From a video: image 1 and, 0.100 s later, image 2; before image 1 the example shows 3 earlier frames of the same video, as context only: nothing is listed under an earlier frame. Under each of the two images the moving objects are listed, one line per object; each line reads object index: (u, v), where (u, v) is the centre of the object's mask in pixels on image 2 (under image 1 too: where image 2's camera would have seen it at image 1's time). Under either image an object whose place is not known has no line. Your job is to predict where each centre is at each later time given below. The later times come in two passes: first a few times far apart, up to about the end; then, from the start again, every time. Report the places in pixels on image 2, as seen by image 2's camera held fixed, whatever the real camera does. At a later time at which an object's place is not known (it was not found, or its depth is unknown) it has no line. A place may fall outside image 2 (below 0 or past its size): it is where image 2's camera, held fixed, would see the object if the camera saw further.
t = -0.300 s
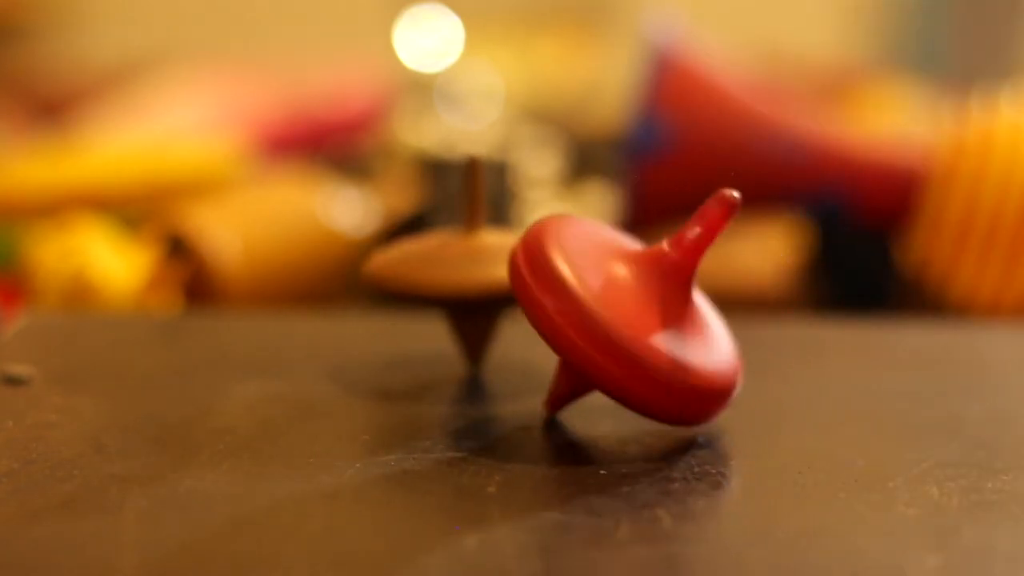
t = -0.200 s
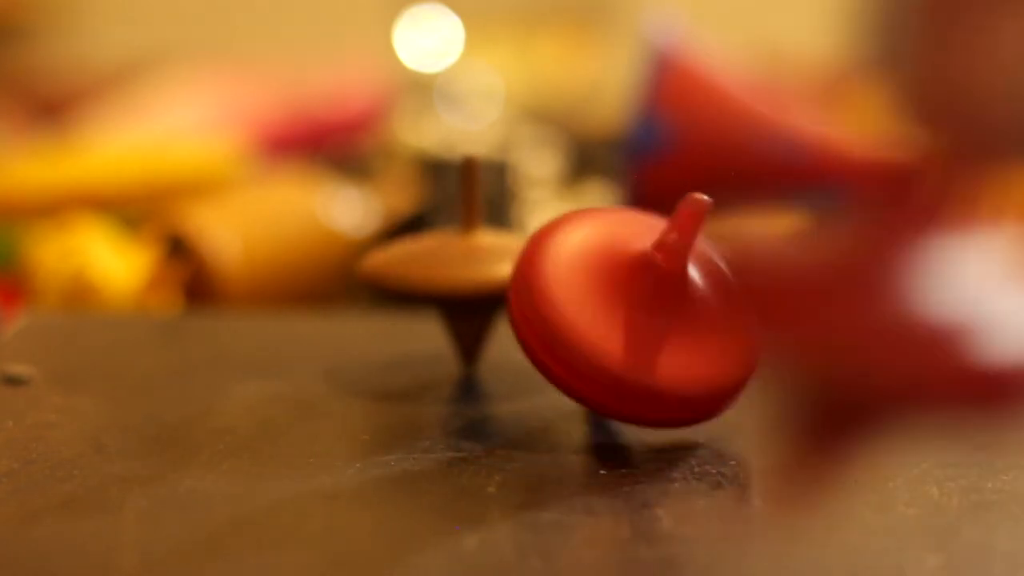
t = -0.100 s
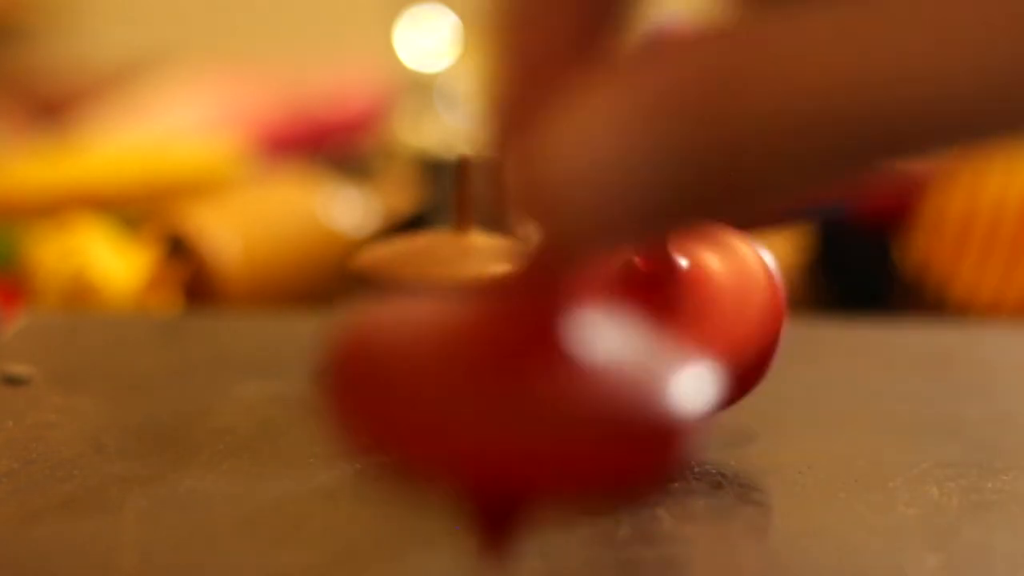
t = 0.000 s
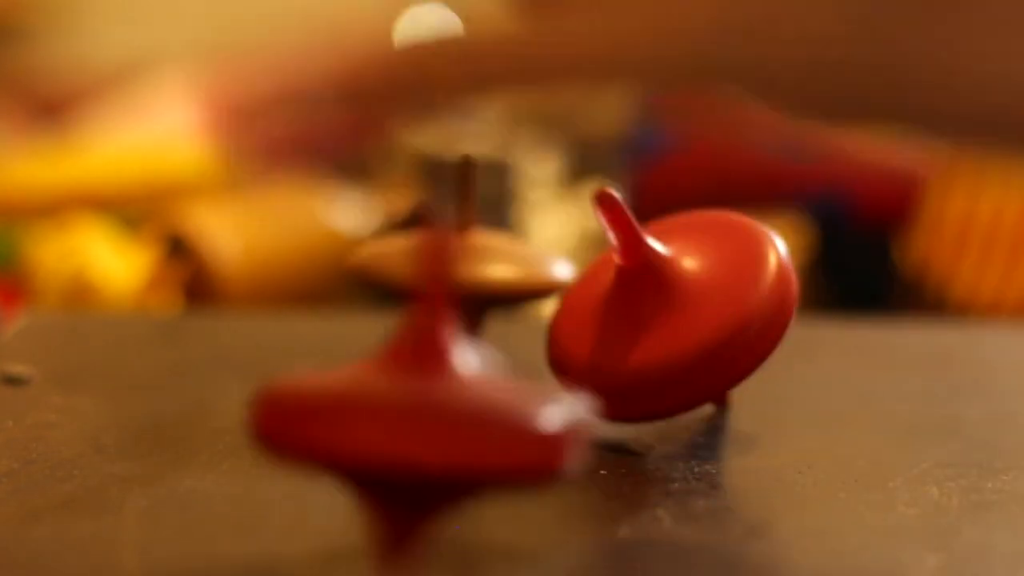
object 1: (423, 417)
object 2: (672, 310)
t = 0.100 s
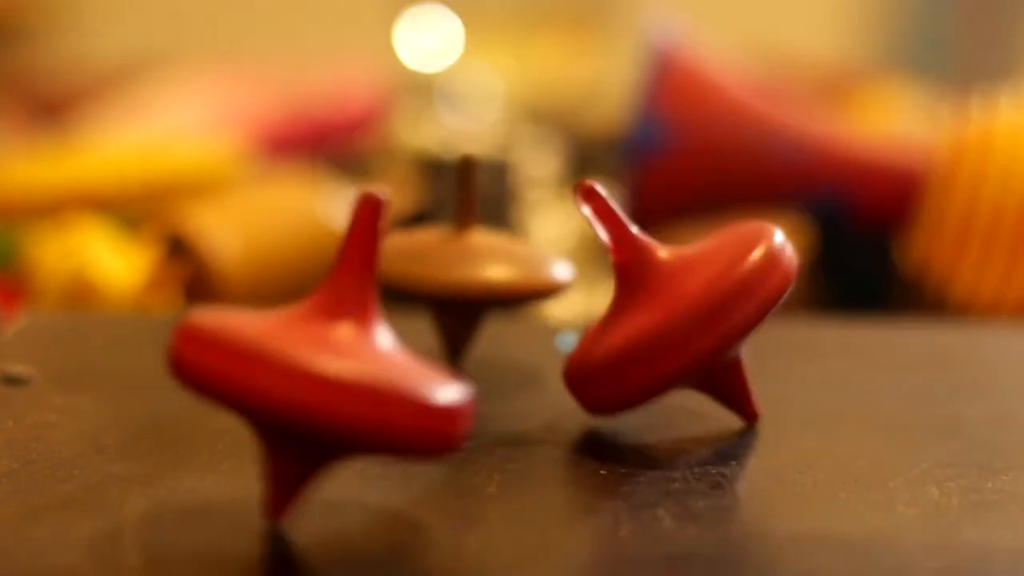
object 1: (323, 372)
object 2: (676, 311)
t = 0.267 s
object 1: (306, 354)
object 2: (672, 313)
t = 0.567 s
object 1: (400, 339)
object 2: (645, 313)
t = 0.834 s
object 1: (487, 347)
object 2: (689, 312)
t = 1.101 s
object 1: (464, 364)
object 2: (688, 302)
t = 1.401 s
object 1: (353, 360)
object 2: (657, 312)
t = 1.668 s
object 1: (333, 343)
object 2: (664, 315)
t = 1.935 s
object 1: (417, 334)
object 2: (672, 306)
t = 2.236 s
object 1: (476, 345)
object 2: (672, 308)
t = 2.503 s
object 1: (417, 356)
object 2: (673, 312)
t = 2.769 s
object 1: (341, 346)
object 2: (674, 302)
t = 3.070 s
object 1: (373, 332)
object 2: (677, 306)
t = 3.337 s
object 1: (453, 333)
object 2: (687, 311)
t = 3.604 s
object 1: (457, 345)
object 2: (689, 298)
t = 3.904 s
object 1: (376, 345)
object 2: (684, 307)
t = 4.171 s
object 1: (361, 332)
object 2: (679, 308)
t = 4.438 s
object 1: (428, 327)
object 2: (687, 300)
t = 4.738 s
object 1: (465, 336)
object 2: (697, 310)
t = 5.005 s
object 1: (409, 341)
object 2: (675, 301)
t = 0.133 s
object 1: (311, 367)
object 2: (677, 311)
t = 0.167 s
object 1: (307, 363)
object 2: (678, 311)
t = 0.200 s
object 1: (305, 360)
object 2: (674, 313)
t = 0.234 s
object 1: (305, 357)
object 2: (674, 313)
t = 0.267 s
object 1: (306, 354)
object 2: (672, 313)
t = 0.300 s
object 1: (311, 351)
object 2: (667, 315)
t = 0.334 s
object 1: (317, 349)
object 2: (665, 315)
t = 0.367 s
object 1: (326, 347)
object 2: (662, 314)
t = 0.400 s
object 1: (337, 345)
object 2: (655, 315)
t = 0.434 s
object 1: (348, 343)
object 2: (653, 313)
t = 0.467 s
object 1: (359, 341)
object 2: (650, 314)
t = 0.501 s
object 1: (372, 340)
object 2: (645, 313)
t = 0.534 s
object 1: (386, 339)
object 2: (646, 313)
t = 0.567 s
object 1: (400, 339)
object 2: (645, 313)
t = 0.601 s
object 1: (414, 339)
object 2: (645, 311)
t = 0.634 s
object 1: (429, 339)
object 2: (654, 313)
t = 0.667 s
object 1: (442, 340)
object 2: (660, 312)
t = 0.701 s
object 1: (453, 340)
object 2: (666, 311)
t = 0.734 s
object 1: (464, 341)
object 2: (673, 313)
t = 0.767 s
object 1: (473, 343)
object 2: (679, 312)
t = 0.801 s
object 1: (481, 345)
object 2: (683, 311)
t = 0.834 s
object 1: (487, 347)
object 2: (689, 312)
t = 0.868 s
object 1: (492, 349)
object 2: (691, 307)
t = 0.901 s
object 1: (495, 351)
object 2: (691, 305)
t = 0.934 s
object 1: (495, 353)
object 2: (693, 304)
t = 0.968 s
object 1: (494, 355)
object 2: (690, 301)
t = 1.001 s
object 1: (488, 358)
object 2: (687, 303)
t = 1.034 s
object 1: (481, 361)
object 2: (688, 301)
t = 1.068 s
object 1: (473, 363)
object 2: (688, 301)
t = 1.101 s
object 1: (464, 364)
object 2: (688, 302)
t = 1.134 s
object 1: (453, 365)
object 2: (687, 304)
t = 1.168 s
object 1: (440, 366)
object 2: (678, 307)
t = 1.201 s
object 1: (426, 366)
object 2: (673, 309)
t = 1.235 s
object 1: (412, 366)
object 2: (668, 311)
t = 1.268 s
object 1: (399, 366)
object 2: (662, 312)
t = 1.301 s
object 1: (386, 365)
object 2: (661, 311)
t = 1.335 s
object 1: (375, 363)
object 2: (659, 312)
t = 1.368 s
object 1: (364, 362)
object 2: (655, 310)
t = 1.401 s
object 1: (353, 360)
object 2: (657, 312)
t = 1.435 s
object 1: (343, 358)
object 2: (655, 311)
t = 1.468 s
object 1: (335, 356)
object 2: (653, 310)
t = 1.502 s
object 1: (329, 354)
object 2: (655, 312)
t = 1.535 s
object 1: (326, 352)
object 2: (654, 310)
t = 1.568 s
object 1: (326, 350)
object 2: (656, 313)
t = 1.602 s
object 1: (326, 347)
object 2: (660, 314)
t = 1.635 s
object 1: (328, 345)
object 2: (660, 313)
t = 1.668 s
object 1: (333, 343)
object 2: (664, 315)
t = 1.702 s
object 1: (339, 342)
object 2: (669, 312)
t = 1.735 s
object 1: (348, 340)
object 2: (669, 311)
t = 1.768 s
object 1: (358, 338)
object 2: (672, 310)
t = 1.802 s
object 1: (367, 336)
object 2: (671, 308)
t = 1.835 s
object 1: (378, 335)
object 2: (671, 307)
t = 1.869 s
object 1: (390, 334)
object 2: (672, 305)
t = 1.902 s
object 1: (404, 334)
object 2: (670, 306)
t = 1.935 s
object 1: (417, 334)
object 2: (672, 306)
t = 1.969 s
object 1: (429, 334)
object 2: (678, 304)
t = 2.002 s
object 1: (439, 335)
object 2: (680, 305)
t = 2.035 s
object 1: (449, 336)
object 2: (685, 304)
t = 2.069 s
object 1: (458, 338)
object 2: (687, 306)
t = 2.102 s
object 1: (467, 339)
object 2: (686, 306)
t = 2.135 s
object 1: (473, 340)
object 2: (684, 308)
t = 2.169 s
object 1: (476, 341)
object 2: (678, 308)
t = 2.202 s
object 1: (476, 343)
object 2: (674, 307)
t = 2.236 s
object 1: (476, 345)
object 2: (672, 308)
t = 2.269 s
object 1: (475, 347)
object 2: (670, 305)
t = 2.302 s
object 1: (473, 349)
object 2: (672, 308)
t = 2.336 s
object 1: (467, 351)
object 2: (670, 307)
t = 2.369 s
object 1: (458, 353)
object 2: (670, 307)
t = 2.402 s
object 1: (449, 354)
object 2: (672, 310)
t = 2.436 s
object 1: (439, 355)
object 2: (671, 308)
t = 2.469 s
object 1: (429, 356)
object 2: (672, 311)
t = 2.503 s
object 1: (417, 356)
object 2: (673, 312)
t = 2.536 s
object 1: (403, 356)
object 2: (670, 311)
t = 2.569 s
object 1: (391, 356)
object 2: (674, 310)
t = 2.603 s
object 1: (380, 355)
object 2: (673, 307)
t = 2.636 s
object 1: (371, 353)
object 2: (673, 306)
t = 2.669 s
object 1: (361, 352)
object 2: (673, 304)
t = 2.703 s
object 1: (352, 350)
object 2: (671, 304)
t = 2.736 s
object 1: (346, 348)
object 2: (672, 304)
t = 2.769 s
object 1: (341, 346)
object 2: (674, 302)
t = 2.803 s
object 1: (339, 345)
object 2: (672, 305)
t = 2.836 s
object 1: (339, 343)
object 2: (675, 304)
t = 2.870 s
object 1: (339, 341)
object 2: (675, 305)
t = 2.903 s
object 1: (341, 339)
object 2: (675, 305)
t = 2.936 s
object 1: (344, 338)
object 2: (678, 305)
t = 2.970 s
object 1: (351, 336)
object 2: (674, 305)
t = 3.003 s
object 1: (358, 334)
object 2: (678, 306)
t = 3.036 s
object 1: (364, 333)
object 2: (677, 307)
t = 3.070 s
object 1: (373, 332)
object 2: (677, 306)
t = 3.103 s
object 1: (384, 332)
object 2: (677, 308)
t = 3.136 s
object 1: (394, 331)
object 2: (674, 307)
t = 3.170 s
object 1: (404, 330)
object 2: (676, 310)
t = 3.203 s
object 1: (414, 330)
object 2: (675, 310)
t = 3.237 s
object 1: (424, 331)
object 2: (676, 312)
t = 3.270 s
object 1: (436, 332)
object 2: (681, 312)
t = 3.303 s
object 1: (445, 332)
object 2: (683, 310)
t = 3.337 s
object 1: (453, 333)
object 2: (687, 311)
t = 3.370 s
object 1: (459, 334)
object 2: (688, 307)
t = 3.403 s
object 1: (465, 336)
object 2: (685, 305)
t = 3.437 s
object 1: (468, 337)
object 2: (685, 302)
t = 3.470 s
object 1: (469, 339)
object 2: (679, 299)
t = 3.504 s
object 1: (468, 340)
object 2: (679, 299)
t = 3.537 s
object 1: (465, 342)
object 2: (679, 297)
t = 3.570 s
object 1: (462, 344)
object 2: (682, 299)
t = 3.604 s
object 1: (457, 345)
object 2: (689, 298)
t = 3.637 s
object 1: (449, 347)
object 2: (687, 299)
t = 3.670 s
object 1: (440, 348)
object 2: (686, 301)
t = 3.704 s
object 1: (431, 349)
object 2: (684, 302)
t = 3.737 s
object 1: (422, 349)
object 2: (681, 303)
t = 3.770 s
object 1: (411, 349)
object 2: (685, 304)
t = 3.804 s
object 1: (399, 348)
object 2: (683, 304)
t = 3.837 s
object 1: (389, 348)
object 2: (685, 305)
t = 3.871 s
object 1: (384, 347)
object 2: (686, 306)
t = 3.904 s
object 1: (376, 345)
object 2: (684, 307)
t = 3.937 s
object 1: (367, 343)
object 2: (685, 309)
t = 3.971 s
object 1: (361, 341)
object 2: (681, 308)
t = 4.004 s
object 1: (358, 340)
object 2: (681, 311)
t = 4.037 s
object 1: (356, 338)
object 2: (680, 311)
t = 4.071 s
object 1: (355, 337)
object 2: (678, 313)
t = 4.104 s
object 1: (354, 335)
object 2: (681, 312)
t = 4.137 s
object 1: (356, 334)
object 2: (677, 309)
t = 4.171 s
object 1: (361, 332)
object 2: (679, 308)
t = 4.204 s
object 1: (366, 331)
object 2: (676, 304)
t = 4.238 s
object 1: (371, 329)
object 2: (676, 303)
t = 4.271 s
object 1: (379, 329)
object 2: (674, 300)
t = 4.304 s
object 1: (390, 328)
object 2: (672, 301)
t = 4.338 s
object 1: (398, 327)
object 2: (677, 300)
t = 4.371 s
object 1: (405, 326)
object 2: (678, 301)
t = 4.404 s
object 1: (416, 326)
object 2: (682, 300)
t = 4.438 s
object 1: (428, 327)
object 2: (687, 300)
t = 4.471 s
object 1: (437, 327)
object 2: (690, 301)
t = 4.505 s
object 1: (444, 328)
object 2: (694, 303)
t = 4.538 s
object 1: (451, 329)
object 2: (693, 303)
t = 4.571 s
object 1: (460, 330)
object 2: (694, 303)
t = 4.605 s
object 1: (464, 331)
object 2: (694, 304)
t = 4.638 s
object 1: (466, 332)
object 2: (695, 305)
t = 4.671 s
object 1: (467, 334)
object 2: (696, 307)
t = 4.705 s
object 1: (468, 335)
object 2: (696, 307)
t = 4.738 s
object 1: (465, 336)
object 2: (697, 310)
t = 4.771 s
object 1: (461, 337)
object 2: (694, 309)
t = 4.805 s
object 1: (456, 339)
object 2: (694, 312)
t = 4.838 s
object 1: (451, 340)
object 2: (693, 311)
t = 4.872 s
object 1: (445, 340)
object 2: (690, 310)
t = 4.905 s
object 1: (435, 341)
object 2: (689, 307)
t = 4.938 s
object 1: (426, 341)
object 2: (683, 306)
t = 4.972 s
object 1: (418, 341)
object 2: (680, 305)
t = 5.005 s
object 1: (409, 341)
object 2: (675, 301)
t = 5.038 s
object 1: (398, 340)
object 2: (676, 300)
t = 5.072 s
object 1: (391, 339)
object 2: (677, 299)
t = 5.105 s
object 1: (386, 338)
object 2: (678, 301)
